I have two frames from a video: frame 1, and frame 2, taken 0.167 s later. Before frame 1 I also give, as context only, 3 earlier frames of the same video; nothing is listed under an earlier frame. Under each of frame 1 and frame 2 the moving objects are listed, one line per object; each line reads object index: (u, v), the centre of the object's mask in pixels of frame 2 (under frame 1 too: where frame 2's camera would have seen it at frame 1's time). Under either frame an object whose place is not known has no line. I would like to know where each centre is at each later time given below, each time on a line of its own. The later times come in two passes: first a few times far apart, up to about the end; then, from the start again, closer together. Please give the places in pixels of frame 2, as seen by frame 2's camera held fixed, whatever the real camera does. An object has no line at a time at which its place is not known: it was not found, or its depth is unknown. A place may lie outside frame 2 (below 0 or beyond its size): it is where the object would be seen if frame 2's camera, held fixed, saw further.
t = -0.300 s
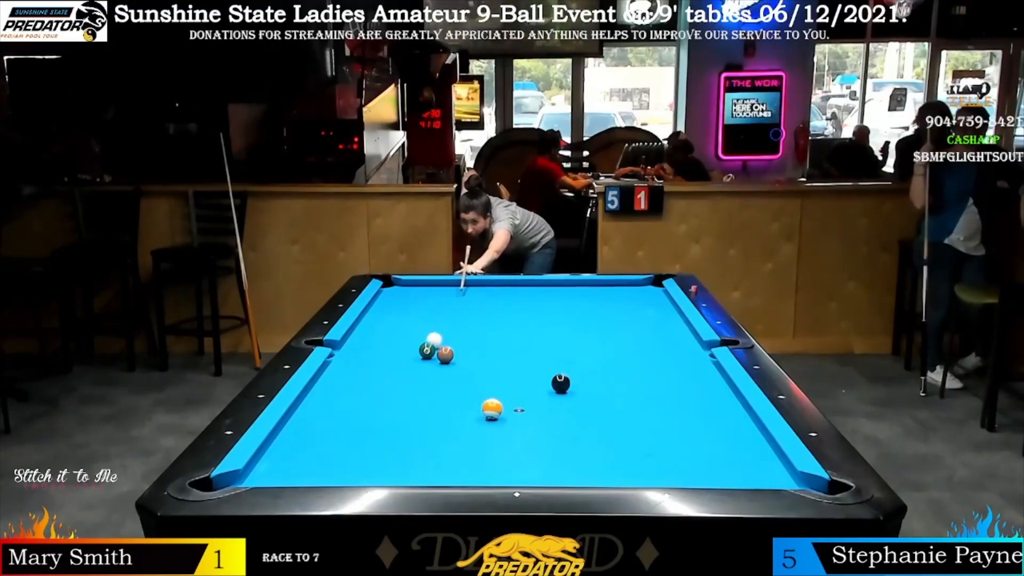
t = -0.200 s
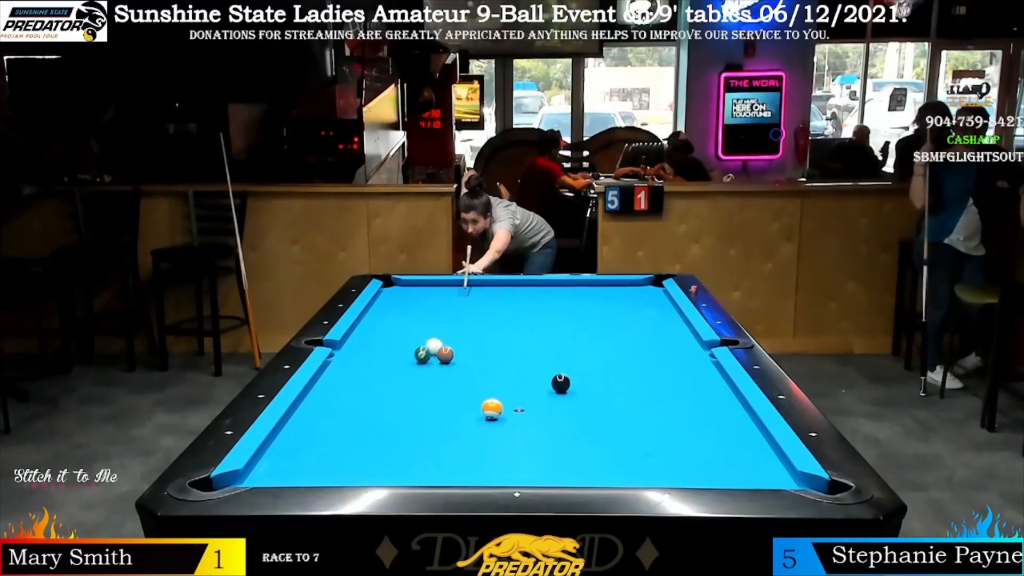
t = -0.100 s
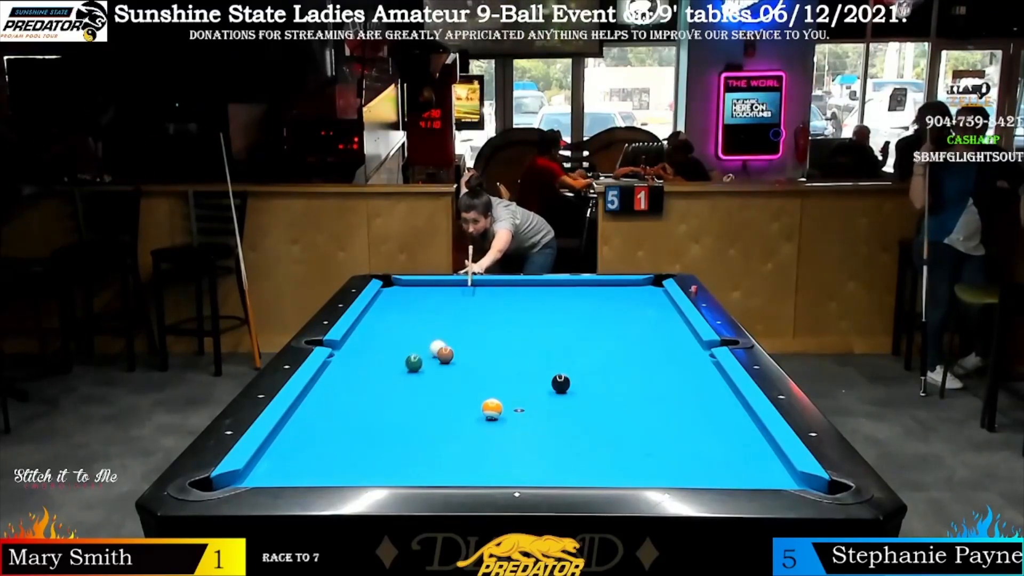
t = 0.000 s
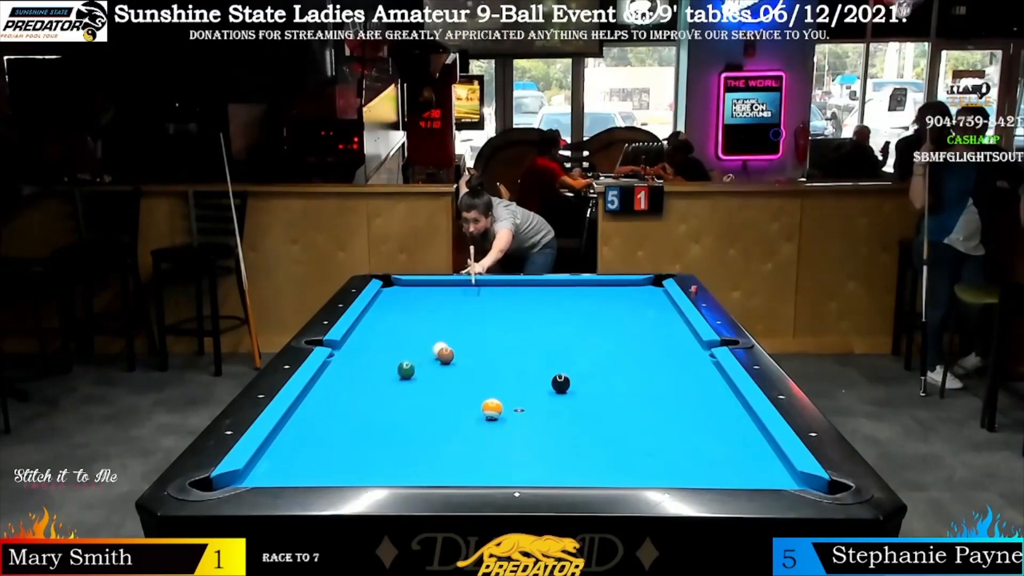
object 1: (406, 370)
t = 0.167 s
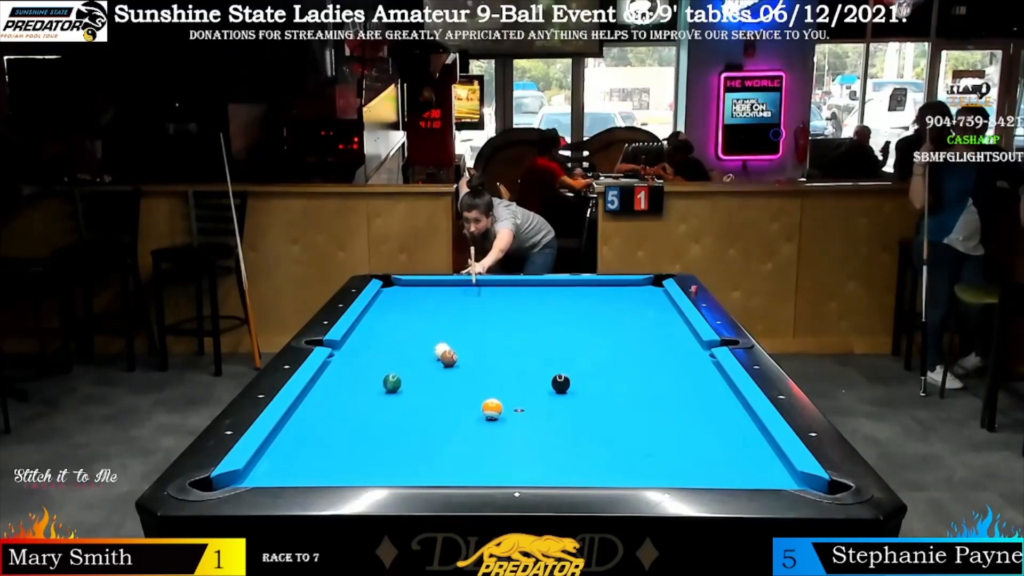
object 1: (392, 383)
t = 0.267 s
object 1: (383, 391)
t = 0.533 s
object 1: (357, 414)
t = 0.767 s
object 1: (332, 438)
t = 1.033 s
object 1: (299, 467)
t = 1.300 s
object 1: (286, 468)
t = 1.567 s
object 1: (290, 450)
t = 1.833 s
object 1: (293, 433)
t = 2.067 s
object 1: (296, 421)
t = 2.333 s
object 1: (299, 409)
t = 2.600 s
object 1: (310, 399)
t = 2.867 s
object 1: (319, 391)
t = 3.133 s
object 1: (326, 383)
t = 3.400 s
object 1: (332, 377)
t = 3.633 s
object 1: (337, 372)
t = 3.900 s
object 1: (342, 367)
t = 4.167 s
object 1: (346, 363)
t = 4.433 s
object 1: (350, 360)
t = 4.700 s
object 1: (353, 357)
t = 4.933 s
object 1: (356, 355)
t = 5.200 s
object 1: (358, 353)
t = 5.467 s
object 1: (360, 351)
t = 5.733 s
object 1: (361, 350)
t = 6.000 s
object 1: (361, 349)
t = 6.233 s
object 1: (361, 349)
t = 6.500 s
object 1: (360, 350)
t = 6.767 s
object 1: (360, 349)
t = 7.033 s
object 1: (360, 349)
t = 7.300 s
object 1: (360, 349)
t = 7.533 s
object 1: (360, 349)
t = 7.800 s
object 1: (360, 349)
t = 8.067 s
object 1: (360, 349)
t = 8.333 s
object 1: (360, 349)
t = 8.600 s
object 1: (360, 349)
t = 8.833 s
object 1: (360, 349)
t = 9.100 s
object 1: (360, 349)
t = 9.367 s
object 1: (360, 350)
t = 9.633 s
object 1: (360, 350)
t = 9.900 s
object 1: (360, 350)
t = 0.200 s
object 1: (389, 385)
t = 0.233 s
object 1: (386, 388)
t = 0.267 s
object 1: (383, 391)
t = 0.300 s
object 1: (380, 394)
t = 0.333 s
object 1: (377, 396)
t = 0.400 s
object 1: (371, 402)
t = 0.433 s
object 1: (367, 405)
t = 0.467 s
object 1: (364, 408)
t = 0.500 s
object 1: (361, 411)
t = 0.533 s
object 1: (357, 414)
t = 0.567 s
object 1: (354, 418)
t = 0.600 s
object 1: (350, 421)
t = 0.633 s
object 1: (347, 424)
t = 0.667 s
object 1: (343, 427)
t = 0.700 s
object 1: (339, 431)
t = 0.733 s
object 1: (336, 434)
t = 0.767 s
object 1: (332, 438)
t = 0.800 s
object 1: (328, 441)
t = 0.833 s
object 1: (324, 445)
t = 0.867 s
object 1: (320, 448)
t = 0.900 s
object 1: (316, 452)
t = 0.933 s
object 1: (312, 456)
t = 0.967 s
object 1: (308, 459)
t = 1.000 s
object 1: (303, 464)
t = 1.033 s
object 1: (299, 467)
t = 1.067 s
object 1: (295, 470)
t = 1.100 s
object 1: (290, 472)
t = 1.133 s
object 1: (286, 474)
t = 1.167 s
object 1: (284, 474)
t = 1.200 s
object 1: (285, 472)
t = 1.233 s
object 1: (286, 471)
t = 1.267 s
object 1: (286, 469)
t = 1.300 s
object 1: (286, 468)
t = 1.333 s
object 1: (287, 466)
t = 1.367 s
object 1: (287, 463)
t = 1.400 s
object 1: (288, 461)
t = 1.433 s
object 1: (288, 458)
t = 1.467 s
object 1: (289, 457)
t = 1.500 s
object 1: (289, 454)
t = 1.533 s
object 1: (290, 452)
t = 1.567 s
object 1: (290, 450)
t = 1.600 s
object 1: (291, 447)
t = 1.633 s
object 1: (291, 445)
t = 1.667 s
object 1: (292, 443)
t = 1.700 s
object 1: (292, 441)
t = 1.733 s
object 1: (292, 439)
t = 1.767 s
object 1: (293, 437)
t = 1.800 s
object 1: (293, 435)
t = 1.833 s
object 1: (293, 433)
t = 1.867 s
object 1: (294, 432)
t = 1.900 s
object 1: (295, 430)
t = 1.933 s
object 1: (295, 428)
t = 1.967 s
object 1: (295, 427)
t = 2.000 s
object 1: (296, 424)
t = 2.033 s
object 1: (296, 423)
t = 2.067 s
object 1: (296, 421)
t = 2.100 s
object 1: (297, 420)
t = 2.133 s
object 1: (297, 418)
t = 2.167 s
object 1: (298, 417)
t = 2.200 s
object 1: (298, 415)
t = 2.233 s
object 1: (298, 413)
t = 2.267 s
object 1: (298, 412)
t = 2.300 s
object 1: (299, 410)
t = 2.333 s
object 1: (299, 409)
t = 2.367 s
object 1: (300, 407)
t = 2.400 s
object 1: (302, 406)
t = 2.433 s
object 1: (303, 405)
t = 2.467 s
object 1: (305, 404)
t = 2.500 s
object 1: (306, 403)
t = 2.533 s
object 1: (307, 401)
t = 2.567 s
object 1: (308, 400)
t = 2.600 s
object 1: (310, 399)
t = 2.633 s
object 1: (311, 398)
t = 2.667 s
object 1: (312, 397)
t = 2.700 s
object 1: (313, 396)
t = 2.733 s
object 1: (315, 395)
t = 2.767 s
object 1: (315, 394)
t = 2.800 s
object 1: (316, 393)
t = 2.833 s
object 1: (318, 392)
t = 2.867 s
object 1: (319, 391)
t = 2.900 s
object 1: (320, 390)
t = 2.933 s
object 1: (321, 389)
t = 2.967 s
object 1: (321, 388)
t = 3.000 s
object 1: (323, 387)
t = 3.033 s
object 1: (323, 386)
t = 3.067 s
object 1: (324, 385)
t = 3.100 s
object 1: (325, 384)
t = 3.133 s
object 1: (326, 383)
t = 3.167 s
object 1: (327, 382)
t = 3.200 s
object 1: (328, 382)
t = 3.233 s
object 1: (328, 381)
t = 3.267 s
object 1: (329, 380)
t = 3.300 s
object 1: (330, 380)
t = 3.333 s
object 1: (331, 379)
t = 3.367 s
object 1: (332, 378)
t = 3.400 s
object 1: (332, 377)
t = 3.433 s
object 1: (333, 377)
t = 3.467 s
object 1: (334, 376)
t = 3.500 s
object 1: (335, 375)
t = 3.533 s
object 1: (335, 374)
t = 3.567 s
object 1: (336, 374)
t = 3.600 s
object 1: (337, 373)
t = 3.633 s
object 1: (337, 372)
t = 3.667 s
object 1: (338, 372)
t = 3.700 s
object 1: (339, 371)
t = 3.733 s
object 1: (339, 370)
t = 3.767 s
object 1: (340, 370)
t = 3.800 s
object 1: (340, 369)
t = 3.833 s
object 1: (341, 369)
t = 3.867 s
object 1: (341, 368)
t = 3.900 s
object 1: (342, 367)
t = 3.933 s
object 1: (343, 367)
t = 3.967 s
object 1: (343, 366)
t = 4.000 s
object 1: (344, 366)
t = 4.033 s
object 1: (344, 365)
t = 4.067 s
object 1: (345, 365)
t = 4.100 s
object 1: (345, 364)
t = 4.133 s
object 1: (346, 364)
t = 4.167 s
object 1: (346, 363)
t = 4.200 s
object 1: (347, 363)
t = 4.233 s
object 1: (347, 362)
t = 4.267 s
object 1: (348, 362)
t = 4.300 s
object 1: (348, 361)
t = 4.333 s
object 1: (349, 361)
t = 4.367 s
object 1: (349, 361)
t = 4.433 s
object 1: (350, 360)
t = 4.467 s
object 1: (350, 359)
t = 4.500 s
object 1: (351, 359)
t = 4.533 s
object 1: (351, 358)
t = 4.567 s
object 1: (352, 358)
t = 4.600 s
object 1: (352, 358)
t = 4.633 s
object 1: (353, 357)
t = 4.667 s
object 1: (353, 357)
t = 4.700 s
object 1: (353, 357)
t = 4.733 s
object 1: (354, 356)
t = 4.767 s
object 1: (354, 356)
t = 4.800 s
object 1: (355, 355)
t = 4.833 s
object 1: (355, 355)
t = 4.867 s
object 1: (355, 355)
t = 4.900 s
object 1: (355, 355)
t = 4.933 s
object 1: (356, 355)
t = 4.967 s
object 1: (356, 354)
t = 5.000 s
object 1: (356, 354)
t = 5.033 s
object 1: (357, 354)
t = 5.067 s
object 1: (357, 354)
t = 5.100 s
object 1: (357, 353)
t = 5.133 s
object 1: (358, 353)
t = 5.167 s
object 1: (358, 353)
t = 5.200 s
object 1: (358, 353)
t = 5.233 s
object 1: (358, 352)
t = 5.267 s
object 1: (358, 352)
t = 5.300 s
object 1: (359, 352)
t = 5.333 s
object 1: (359, 352)
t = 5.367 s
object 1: (359, 352)
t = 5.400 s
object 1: (359, 352)
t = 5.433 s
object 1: (359, 351)
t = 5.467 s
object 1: (360, 351)
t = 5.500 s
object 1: (360, 351)
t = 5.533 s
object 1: (360, 351)
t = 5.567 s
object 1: (360, 351)
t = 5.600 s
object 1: (360, 351)
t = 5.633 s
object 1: (360, 350)
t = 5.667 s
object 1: (360, 350)
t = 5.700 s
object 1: (360, 350)
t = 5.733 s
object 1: (361, 350)
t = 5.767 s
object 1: (361, 350)
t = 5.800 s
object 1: (361, 350)
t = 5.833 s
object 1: (361, 350)
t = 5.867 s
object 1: (361, 350)
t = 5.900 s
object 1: (361, 350)
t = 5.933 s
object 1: (361, 350)
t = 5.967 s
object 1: (361, 349)
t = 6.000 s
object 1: (361, 349)
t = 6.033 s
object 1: (361, 349)
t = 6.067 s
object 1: (361, 349)
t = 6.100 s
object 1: (361, 349)
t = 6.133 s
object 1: (361, 349)
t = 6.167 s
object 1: (360, 349)
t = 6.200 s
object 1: (360, 350)
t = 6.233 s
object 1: (361, 349)
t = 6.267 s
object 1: (360, 349)
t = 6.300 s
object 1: (360, 350)
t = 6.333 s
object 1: (360, 349)
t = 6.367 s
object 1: (360, 350)
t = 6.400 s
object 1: (360, 349)
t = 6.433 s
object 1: (360, 350)
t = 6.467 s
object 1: (360, 349)
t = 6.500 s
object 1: (360, 350)
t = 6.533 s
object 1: (360, 349)
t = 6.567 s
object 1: (360, 350)
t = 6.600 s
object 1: (360, 349)
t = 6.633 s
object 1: (360, 349)
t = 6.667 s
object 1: (360, 349)
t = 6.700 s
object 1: (360, 350)
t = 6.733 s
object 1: (360, 349)
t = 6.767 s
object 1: (360, 349)
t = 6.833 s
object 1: (360, 349)
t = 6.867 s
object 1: (360, 349)
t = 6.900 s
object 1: (360, 349)
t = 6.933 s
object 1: (360, 349)
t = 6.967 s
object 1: (360, 349)
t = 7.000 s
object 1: (360, 349)
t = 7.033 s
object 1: (360, 349)
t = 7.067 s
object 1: (360, 349)
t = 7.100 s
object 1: (360, 349)
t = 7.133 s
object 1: (360, 349)
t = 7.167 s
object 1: (360, 349)
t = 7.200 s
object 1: (360, 349)
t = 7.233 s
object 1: (360, 349)
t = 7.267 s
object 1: (360, 349)
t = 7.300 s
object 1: (360, 349)
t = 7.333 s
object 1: (360, 349)
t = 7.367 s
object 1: (360, 349)
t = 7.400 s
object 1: (360, 349)
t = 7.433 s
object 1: (360, 349)
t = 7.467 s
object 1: (360, 349)
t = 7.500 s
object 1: (360, 349)
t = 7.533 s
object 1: (360, 349)
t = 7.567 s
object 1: (360, 349)
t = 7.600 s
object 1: (360, 349)
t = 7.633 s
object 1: (360, 349)
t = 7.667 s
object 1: (360, 349)
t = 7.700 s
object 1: (360, 349)
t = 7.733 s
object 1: (360, 349)
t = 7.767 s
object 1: (360, 349)
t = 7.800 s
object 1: (360, 349)
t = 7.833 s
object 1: (360, 349)
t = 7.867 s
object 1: (360, 349)
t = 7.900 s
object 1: (360, 349)
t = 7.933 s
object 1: (360, 349)
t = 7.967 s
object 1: (360, 349)
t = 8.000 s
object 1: (360, 349)
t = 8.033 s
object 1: (360, 349)
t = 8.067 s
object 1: (360, 349)
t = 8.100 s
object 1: (360, 349)
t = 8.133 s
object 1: (360, 349)
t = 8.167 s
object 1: (360, 349)
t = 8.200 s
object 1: (360, 349)
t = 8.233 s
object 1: (360, 349)
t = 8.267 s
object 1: (360, 349)
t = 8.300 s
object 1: (360, 349)
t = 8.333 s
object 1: (360, 349)
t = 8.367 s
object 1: (360, 349)
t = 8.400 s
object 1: (360, 349)
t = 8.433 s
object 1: (360, 349)
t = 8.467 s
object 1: (360, 349)
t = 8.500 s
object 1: (360, 349)
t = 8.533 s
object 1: (360, 349)
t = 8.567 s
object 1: (360, 349)
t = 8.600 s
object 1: (360, 349)
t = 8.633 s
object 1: (360, 349)
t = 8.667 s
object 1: (360, 349)
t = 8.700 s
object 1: (360, 349)
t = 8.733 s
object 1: (360, 349)
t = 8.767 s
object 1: (360, 349)
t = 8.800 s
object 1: (360, 349)
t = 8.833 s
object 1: (360, 349)
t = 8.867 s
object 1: (360, 349)
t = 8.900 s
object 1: (360, 349)
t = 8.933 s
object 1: (360, 349)
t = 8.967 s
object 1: (360, 349)
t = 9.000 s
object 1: (360, 349)
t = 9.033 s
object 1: (360, 349)
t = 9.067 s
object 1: (360, 349)
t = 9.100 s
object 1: (360, 349)
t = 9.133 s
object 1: (360, 349)
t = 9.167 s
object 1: (360, 349)
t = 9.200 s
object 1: (360, 349)
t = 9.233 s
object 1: (360, 349)
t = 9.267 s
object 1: (360, 349)
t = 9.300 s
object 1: (360, 349)
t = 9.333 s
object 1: (360, 349)
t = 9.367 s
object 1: (360, 350)
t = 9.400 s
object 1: (360, 349)
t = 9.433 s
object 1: (360, 349)
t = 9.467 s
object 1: (360, 349)
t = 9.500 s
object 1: (360, 349)
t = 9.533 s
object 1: (360, 350)
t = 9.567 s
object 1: (360, 350)
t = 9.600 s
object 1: (360, 350)
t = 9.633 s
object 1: (360, 350)
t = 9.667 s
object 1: (360, 350)
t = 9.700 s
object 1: (360, 350)
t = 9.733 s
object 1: (360, 349)
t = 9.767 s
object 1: (360, 350)
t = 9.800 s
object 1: (360, 350)
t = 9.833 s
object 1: (360, 350)
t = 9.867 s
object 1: (360, 350)
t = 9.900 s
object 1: (360, 350)
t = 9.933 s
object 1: (360, 350)
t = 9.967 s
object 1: (360, 350)
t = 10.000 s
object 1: (360, 350)
